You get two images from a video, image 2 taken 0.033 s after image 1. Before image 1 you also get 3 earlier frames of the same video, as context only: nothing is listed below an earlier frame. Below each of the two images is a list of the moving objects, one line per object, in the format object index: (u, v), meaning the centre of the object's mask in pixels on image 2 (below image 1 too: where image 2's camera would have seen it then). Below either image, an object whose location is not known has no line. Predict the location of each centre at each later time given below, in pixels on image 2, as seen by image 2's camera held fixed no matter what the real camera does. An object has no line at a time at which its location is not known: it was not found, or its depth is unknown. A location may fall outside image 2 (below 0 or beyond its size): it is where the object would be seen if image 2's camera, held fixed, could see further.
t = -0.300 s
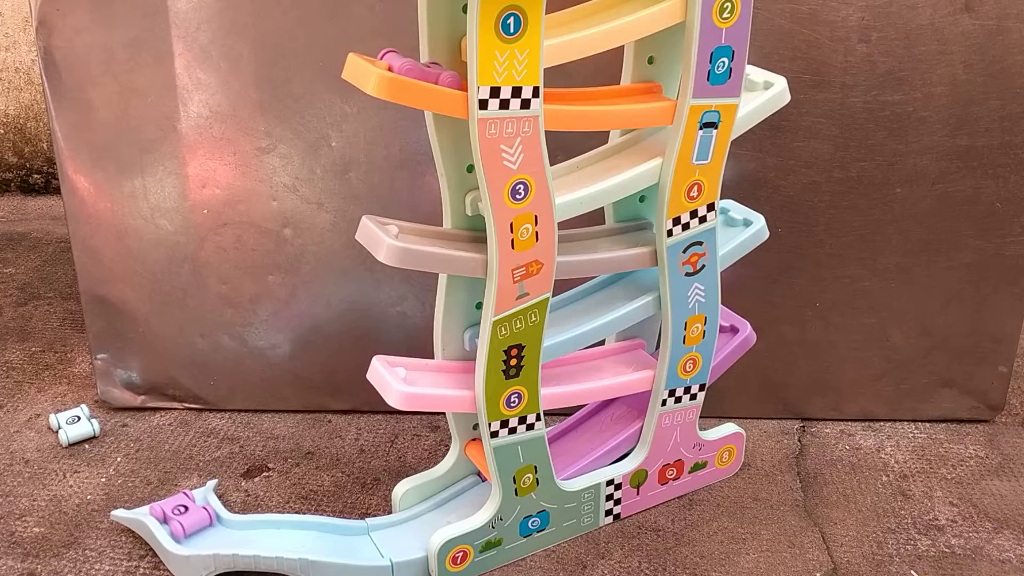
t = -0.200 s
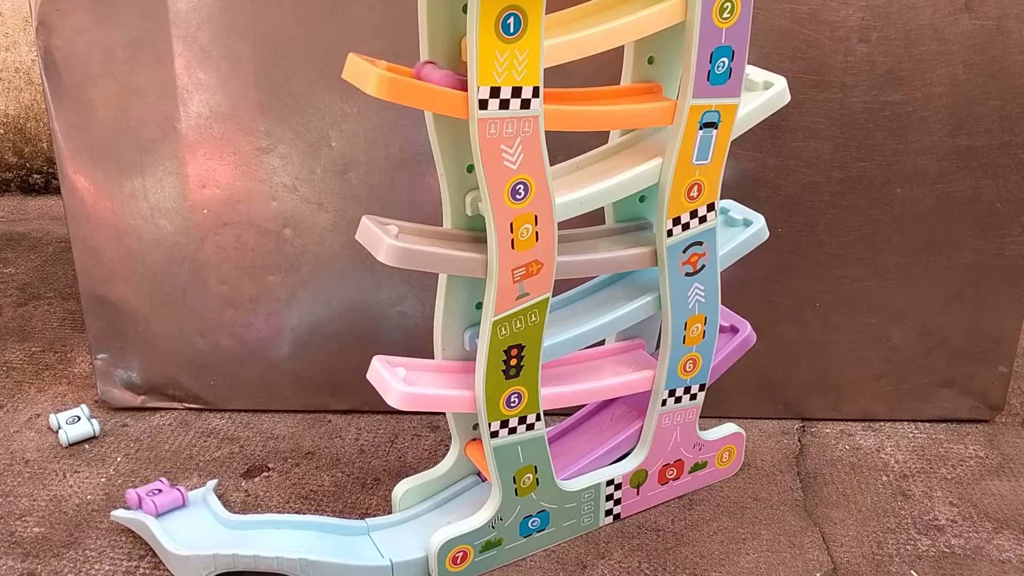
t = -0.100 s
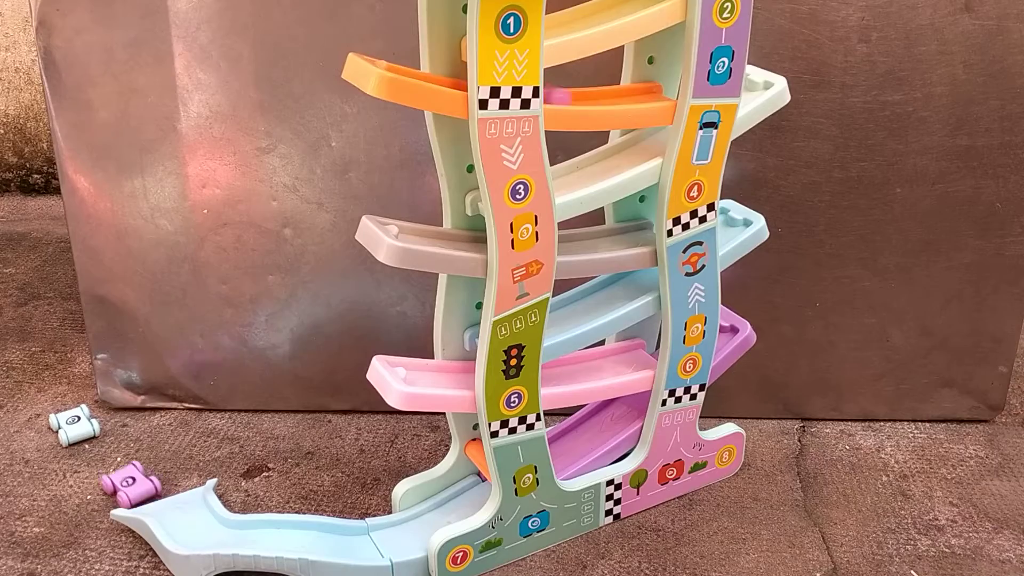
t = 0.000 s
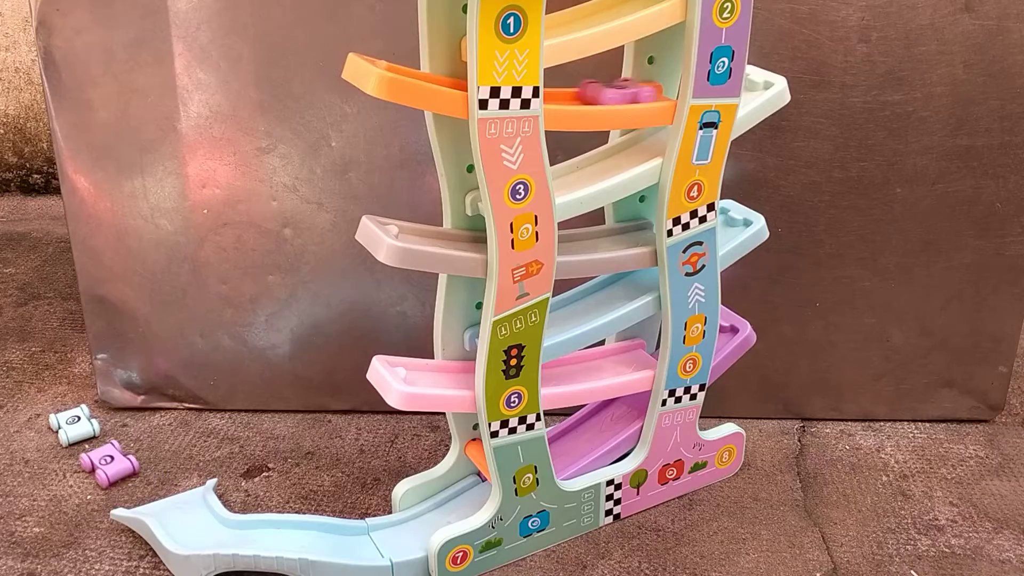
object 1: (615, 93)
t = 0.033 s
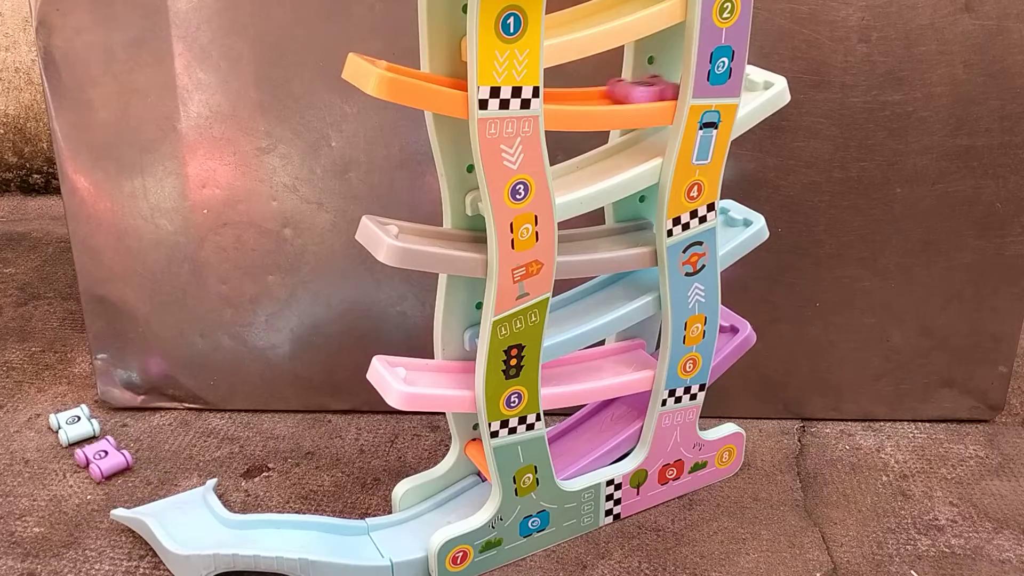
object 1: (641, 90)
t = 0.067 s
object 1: (657, 89)
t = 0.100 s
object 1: (674, 84)
